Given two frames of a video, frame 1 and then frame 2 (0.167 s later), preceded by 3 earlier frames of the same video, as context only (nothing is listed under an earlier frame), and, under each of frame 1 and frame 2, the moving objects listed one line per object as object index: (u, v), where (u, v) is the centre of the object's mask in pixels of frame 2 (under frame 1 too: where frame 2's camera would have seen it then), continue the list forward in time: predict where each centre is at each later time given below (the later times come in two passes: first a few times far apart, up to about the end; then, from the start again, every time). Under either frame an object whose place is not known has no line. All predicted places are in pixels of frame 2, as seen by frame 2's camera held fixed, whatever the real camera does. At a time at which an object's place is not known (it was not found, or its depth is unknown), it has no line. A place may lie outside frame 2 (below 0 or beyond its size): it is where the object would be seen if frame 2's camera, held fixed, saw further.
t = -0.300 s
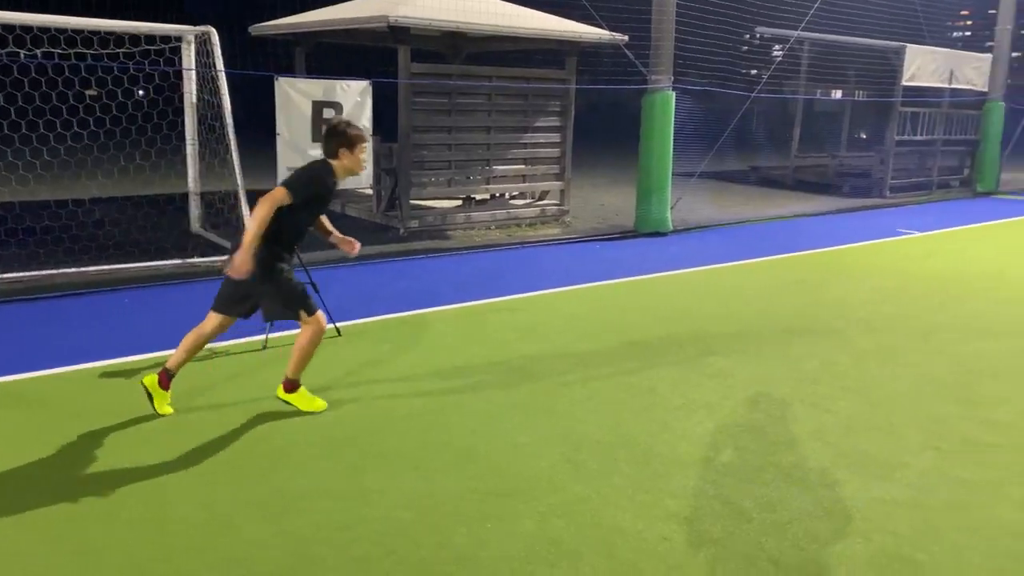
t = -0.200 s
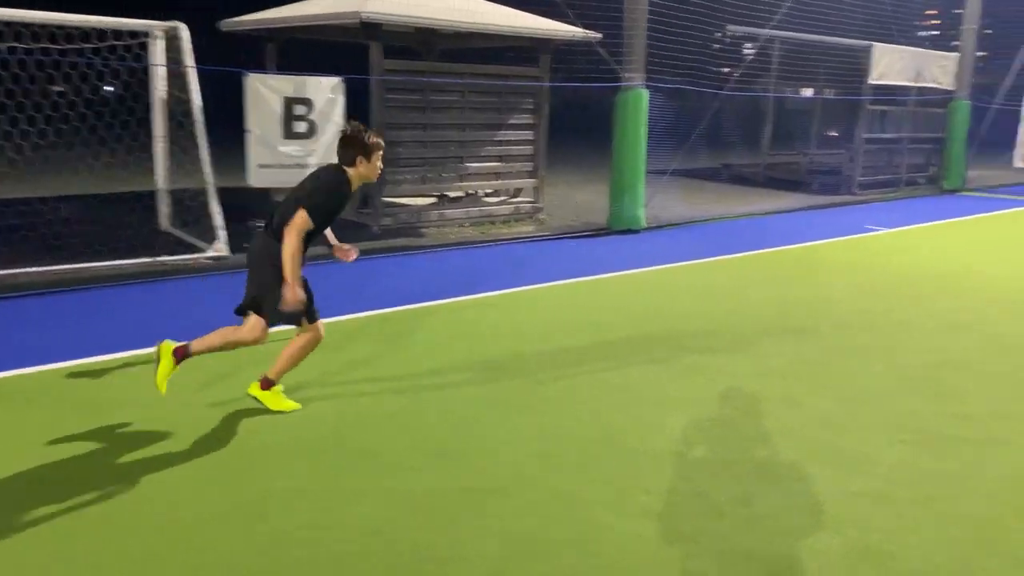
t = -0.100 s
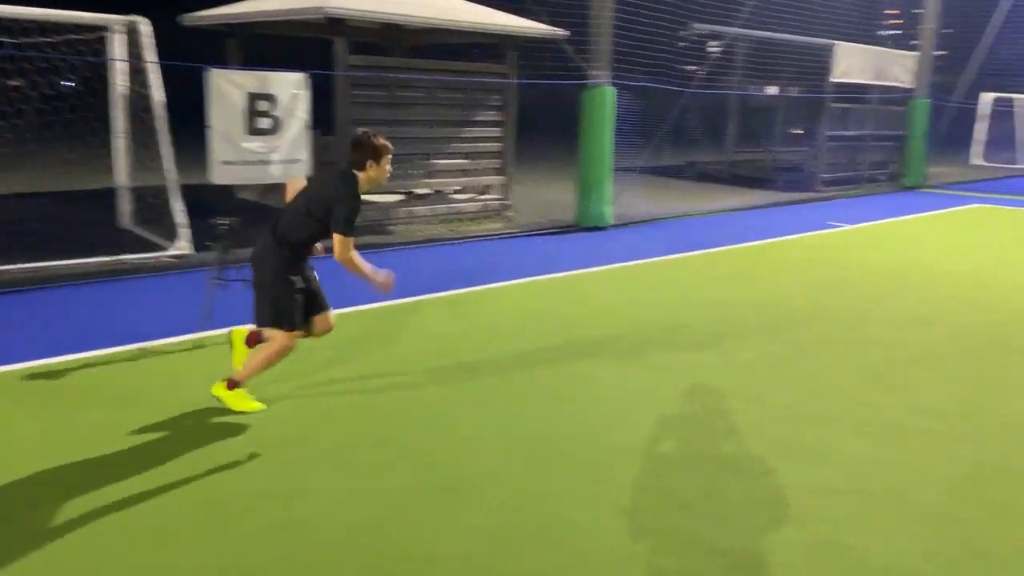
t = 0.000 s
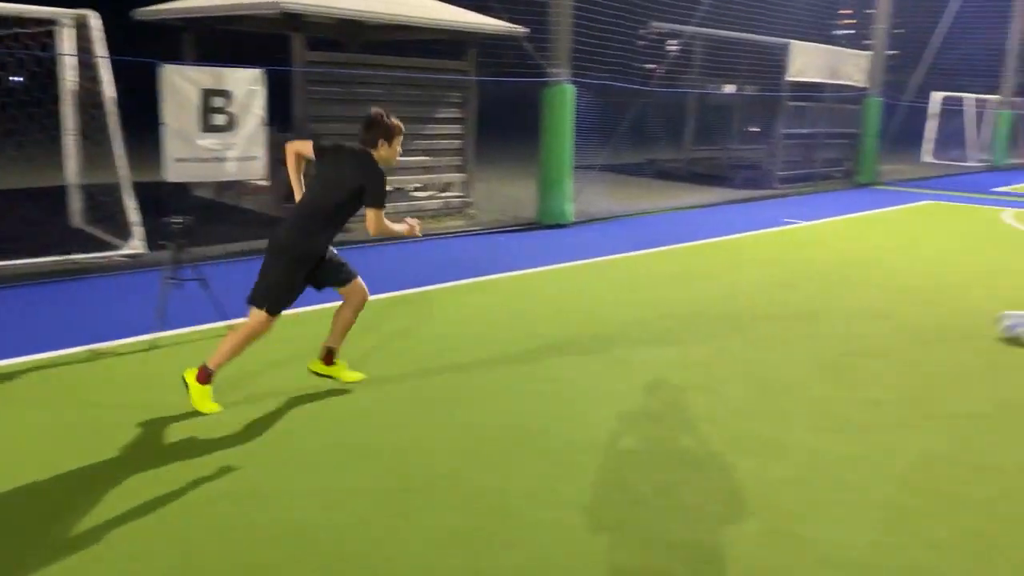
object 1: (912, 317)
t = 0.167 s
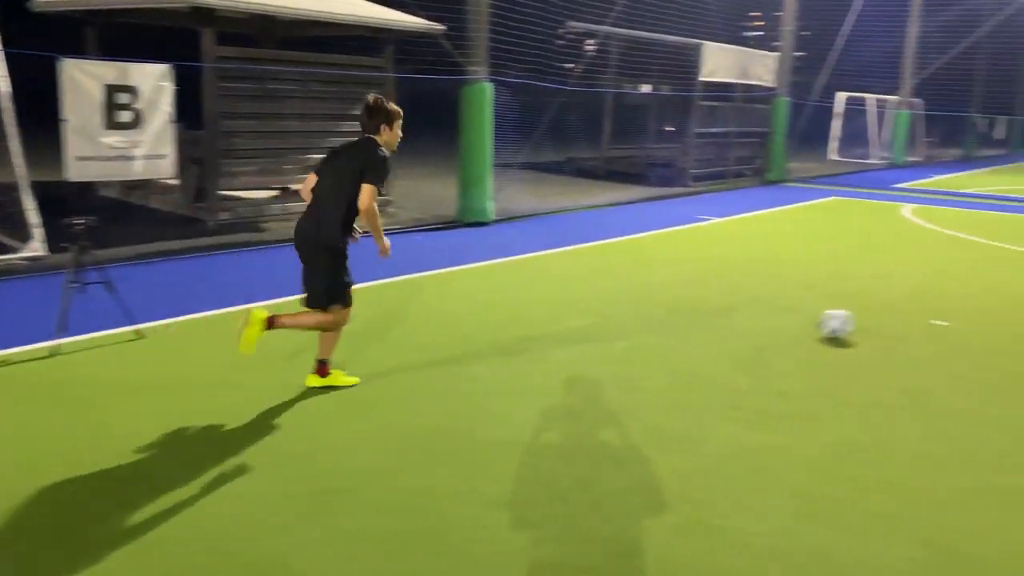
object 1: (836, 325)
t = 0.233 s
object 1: (802, 328)
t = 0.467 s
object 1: (672, 343)
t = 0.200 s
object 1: (820, 327)
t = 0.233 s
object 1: (802, 328)
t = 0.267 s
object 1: (782, 330)
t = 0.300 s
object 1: (764, 333)
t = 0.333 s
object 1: (747, 335)
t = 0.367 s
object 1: (729, 337)
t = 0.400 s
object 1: (710, 338)
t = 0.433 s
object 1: (691, 340)
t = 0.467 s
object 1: (672, 343)
